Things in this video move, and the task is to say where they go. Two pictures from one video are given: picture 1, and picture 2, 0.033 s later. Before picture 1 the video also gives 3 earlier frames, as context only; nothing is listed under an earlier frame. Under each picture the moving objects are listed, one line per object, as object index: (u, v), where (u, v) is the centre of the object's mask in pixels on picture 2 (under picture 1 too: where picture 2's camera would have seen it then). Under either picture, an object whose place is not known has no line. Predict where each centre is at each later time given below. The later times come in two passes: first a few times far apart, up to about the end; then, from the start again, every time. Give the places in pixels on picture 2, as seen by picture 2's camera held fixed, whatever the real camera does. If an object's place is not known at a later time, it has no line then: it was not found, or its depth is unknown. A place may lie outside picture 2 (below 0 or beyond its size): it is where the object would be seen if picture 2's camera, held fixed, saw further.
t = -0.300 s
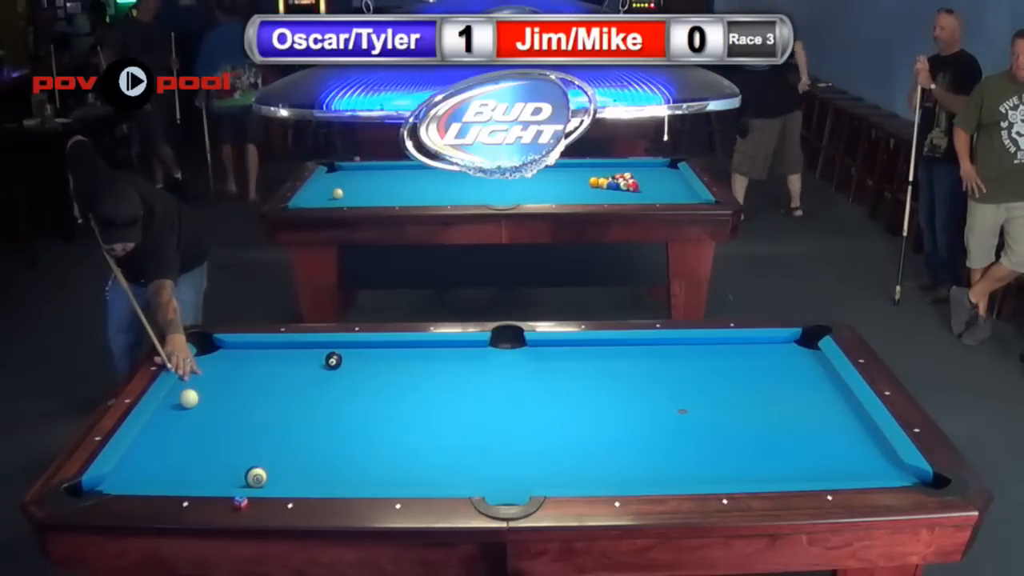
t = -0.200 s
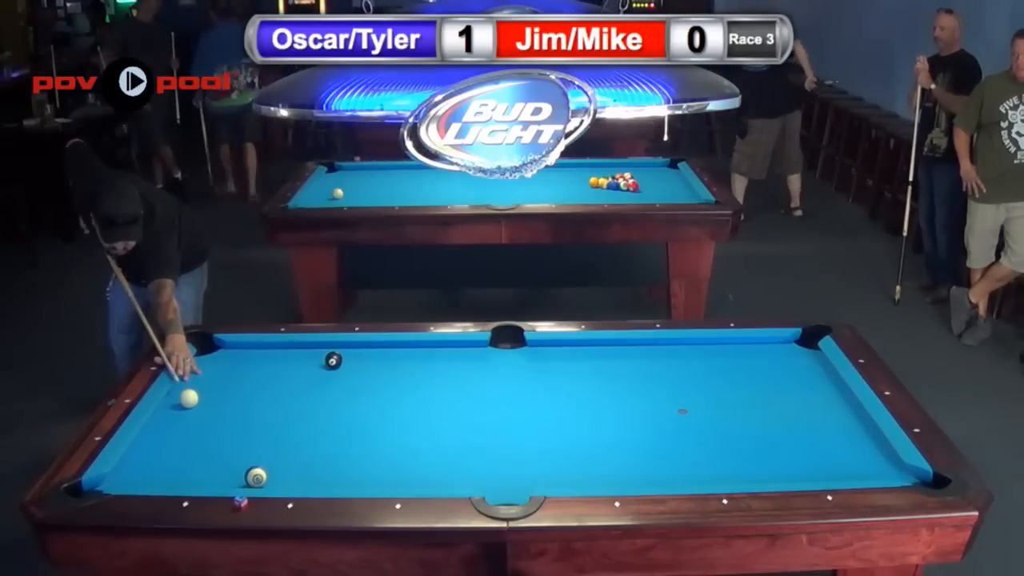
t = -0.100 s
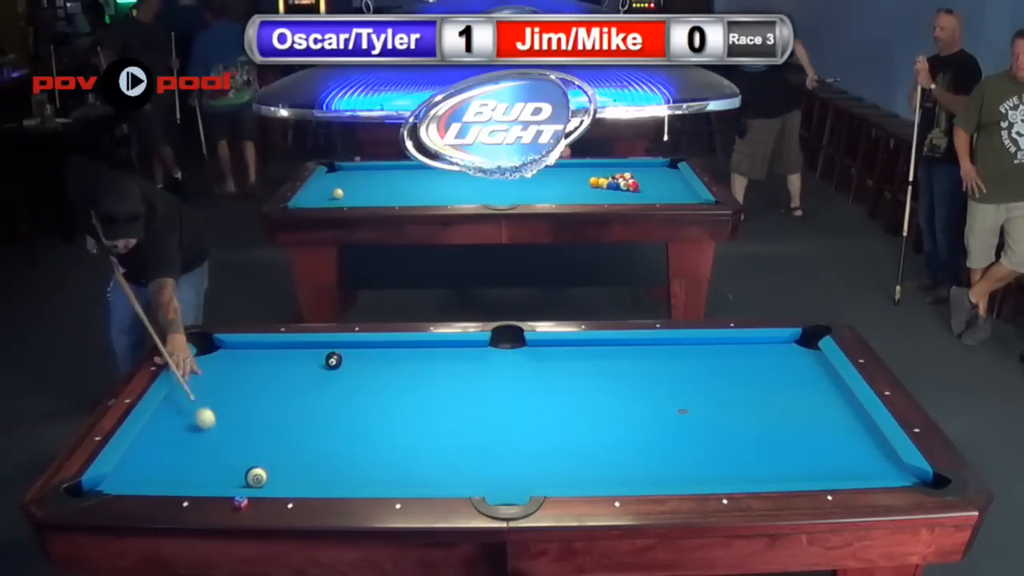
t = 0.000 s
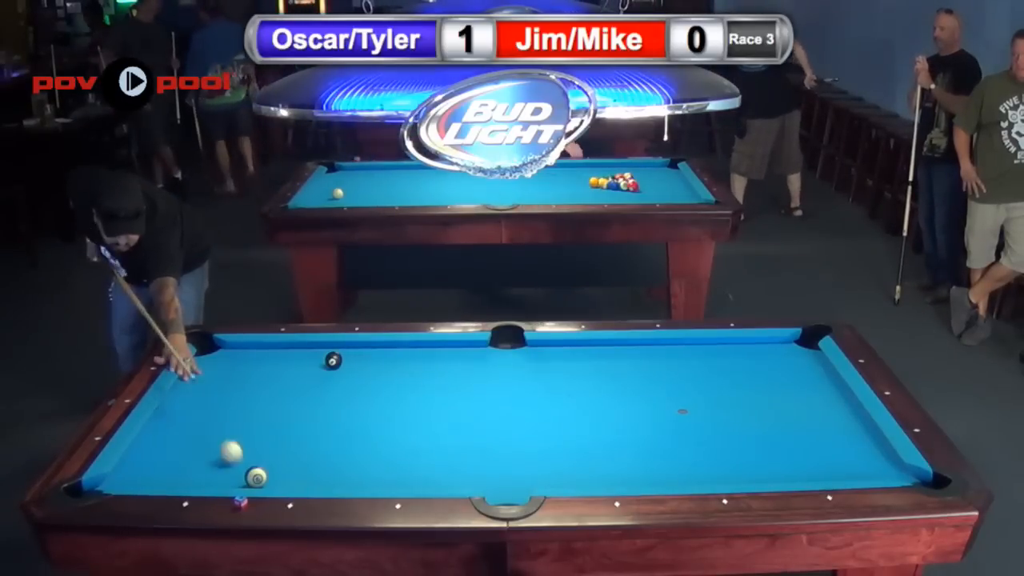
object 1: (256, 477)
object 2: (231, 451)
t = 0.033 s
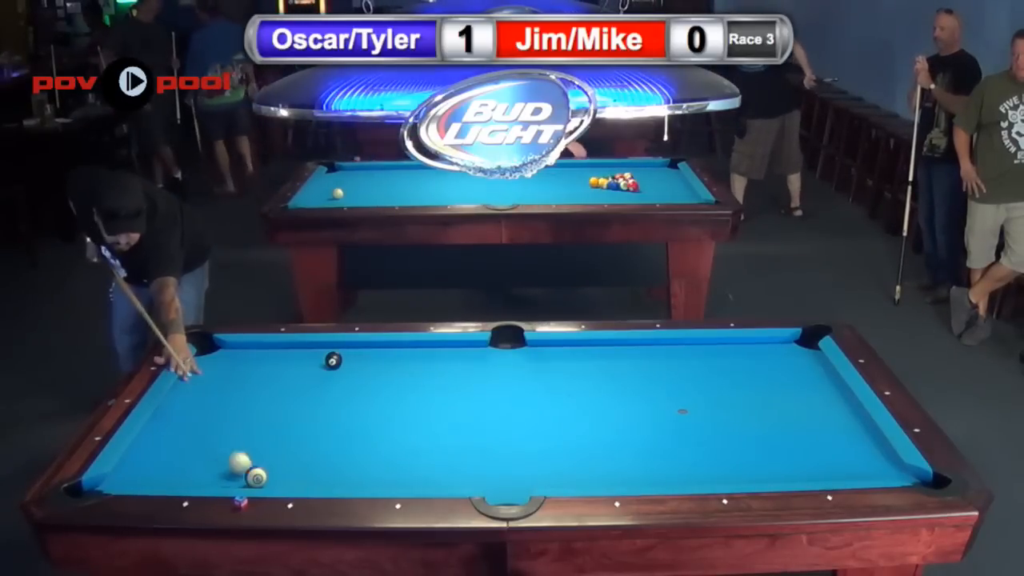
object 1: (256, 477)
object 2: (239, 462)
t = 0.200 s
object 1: (310, 472)
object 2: (222, 480)
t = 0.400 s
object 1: (359, 448)
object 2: (207, 472)
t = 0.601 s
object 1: (404, 427)
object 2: (194, 458)
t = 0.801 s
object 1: (444, 407)
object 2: (182, 445)
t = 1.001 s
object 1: (481, 388)
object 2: (172, 432)
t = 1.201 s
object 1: (515, 372)
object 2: (163, 421)
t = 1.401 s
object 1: (546, 356)
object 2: (166, 413)
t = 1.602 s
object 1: (571, 345)
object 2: (179, 407)
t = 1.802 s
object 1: (585, 352)
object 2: (190, 401)
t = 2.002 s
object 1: (597, 357)
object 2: (201, 396)
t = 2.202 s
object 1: (609, 364)
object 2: (211, 391)
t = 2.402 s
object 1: (621, 371)
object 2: (219, 386)
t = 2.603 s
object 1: (632, 376)
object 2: (227, 382)
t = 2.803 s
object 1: (642, 382)
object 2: (235, 379)
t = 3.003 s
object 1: (653, 388)
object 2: (241, 376)
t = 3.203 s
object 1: (662, 393)
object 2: (247, 373)
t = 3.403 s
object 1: (671, 397)
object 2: (252, 371)
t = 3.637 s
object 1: (681, 403)
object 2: (257, 368)
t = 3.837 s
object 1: (688, 408)
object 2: (260, 367)
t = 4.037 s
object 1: (694, 412)
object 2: (264, 366)
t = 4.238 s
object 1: (700, 415)
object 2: (265, 365)
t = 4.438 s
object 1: (706, 418)
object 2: (267, 364)
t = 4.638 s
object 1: (711, 420)
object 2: (267, 364)
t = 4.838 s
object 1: (715, 424)
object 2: (268, 364)
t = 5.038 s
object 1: (718, 425)
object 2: (267, 364)
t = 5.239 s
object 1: (720, 426)
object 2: (268, 364)
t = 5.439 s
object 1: (722, 426)
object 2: (268, 364)
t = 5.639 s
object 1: (722, 427)
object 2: (268, 364)
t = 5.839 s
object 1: (722, 426)
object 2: (267, 364)
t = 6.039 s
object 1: (722, 427)
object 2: (267, 364)
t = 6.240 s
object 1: (722, 427)
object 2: (267, 364)
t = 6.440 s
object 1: (722, 427)
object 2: (267, 364)
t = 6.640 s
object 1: (722, 427)
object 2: (267, 364)
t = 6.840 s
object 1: (722, 427)
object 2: (267, 364)
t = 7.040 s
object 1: (722, 427)
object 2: (267, 364)
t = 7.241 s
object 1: (722, 427)
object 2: (267, 364)
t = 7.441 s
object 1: (722, 427)
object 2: (267, 364)
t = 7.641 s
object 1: (722, 427)
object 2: (267, 364)
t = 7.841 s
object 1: (722, 427)
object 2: (267, 364)
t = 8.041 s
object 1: (722, 427)
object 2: (267, 364)
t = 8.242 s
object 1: (722, 427)
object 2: (267, 364)
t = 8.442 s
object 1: (722, 427)
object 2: (267, 364)
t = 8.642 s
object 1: (722, 427)
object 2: (267, 364)
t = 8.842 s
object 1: (722, 427)
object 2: (267, 364)
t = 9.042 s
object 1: (722, 427)
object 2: (267, 364)
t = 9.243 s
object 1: (722, 427)
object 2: (267, 364)
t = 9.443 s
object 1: (722, 427)
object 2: (267, 364)
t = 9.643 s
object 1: (722, 427)
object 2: (267, 364)
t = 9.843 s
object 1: (722, 427)
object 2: (267, 364)
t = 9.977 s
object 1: (722, 427)
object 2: (267, 364)
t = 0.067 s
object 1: (264, 480)
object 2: (241, 470)
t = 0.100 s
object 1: (277, 482)
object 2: (235, 473)
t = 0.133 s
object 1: (288, 479)
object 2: (230, 476)
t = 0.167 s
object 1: (300, 476)
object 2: (225, 478)
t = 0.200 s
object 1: (310, 472)
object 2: (222, 480)
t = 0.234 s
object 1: (317, 469)
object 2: (219, 481)
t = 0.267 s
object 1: (326, 463)
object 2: (216, 480)
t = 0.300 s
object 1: (334, 460)
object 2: (214, 478)
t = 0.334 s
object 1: (343, 456)
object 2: (211, 476)
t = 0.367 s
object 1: (350, 454)
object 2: (209, 474)
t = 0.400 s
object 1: (359, 448)
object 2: (207, 472)
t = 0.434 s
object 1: (367, 444)
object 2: (204, 470)
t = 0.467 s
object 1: (374, 441)
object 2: (202, 467)
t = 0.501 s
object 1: (381, 438)
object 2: (200, 465)
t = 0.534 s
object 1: (389, 434)
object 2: (198, 462)
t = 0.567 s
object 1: (396, 430)
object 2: (195, 460)
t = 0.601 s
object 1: (404, 427)
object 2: (194, 458)
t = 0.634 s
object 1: (411, 424)
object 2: (191, 455)
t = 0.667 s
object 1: (417, 419)
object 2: (190, 453)
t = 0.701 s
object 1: (425, 416)
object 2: (188, 451)
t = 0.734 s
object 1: (431, 413)
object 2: (186, 449)
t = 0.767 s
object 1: (438, 409)
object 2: (184, 447)
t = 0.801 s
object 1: (444, 407)
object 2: (182, 445)
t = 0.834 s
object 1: (451, 403)
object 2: (180, 443)
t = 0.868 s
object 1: (457, 400)
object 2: (178, 440)
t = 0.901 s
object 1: (463, 397)
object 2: (177, 438)
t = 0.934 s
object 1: (469, 395)
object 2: (175, 436)
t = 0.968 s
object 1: (475, 391)
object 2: (173, 434)
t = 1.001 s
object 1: (481, 388)
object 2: (172, 432)
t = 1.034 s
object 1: (487, 386)
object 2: (170, 431)
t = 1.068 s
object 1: (493, 383)
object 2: (169, 429)
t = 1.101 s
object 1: (498, 380)
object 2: (167, 427)
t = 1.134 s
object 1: (504, 376)
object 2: (165, 425)
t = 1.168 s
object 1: (510, 374)
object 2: (164, 423)
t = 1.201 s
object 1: (515, 372)
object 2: (163, 421)
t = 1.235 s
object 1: (520, 368)
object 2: (161, 420)
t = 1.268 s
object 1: (524, 366)
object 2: (159, 418)
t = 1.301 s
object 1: (531, 363)
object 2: (160, 416)
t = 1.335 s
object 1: (536, 361)
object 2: (162, 415)
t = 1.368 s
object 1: (541, 358)
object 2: (164, 414)
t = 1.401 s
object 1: (546, 356)
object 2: (166, 413)
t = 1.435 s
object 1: (550, 354)
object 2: (169, 412)
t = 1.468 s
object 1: (555, 351)
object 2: (171, 411)
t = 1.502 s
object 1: (560, 349)
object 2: (173, 410)
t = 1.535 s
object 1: (564, 347)
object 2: (175, 409)
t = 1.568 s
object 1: (570, 344)
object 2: (177, 408)
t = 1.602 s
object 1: (571, 345)
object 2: (179, 407)
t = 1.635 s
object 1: (573, 346)
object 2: (181, 406)
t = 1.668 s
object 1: (576, 347)
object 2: (183, 405)
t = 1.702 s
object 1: (579, 348)
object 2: (185, 404)
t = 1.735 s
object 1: (580, 349)
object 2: (187, 403)
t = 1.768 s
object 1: (583, 350)
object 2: (189, 402)
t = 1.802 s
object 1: (585, 352)
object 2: (190, 401)
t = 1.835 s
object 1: (587, 353)
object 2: (192, 400)
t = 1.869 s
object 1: (588, 354)
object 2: (194, 399)
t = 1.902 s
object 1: (590, 355)
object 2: (196, 398)
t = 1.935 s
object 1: (592, 355)
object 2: (198, 397)
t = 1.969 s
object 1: (594, 356)
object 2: (200, 396)
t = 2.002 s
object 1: (597, 357)
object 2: (201, 396)
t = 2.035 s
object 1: (599, 359)
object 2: (203, 395)
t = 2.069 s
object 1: (601, 360)
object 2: (205, 394)
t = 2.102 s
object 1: (604, 362)
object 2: (206, 393)
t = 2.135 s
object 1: (605, 363)
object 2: (208, 392)
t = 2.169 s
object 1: (607, 363)
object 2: (209, 392)
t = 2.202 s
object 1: (609, 364)
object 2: (211, 391)
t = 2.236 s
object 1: (611, 365)
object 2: (212, 390)
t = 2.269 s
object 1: (613, 366)
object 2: (214, 389)
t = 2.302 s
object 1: (615, 367)
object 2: (215, 389)
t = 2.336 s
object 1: (618, 368)
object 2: (217, 388)
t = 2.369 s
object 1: (619, 370)
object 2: (218, 387)
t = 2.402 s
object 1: (621, 371)
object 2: (219, 386)
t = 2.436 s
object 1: (622, 372)
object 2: (221, 386)
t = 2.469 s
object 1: (624, 372)
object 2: (222, 385)
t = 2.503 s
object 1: (626, 373)
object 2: (224, 384)
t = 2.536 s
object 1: (628, 374)
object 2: (225, 384)
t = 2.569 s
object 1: (630, 375)
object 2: (226, 383)
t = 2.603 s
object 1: (632, 376)
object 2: (227, 382)
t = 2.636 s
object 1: (634, 377)
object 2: (229, 382)
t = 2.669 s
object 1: (636, 378)
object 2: (230, 381)
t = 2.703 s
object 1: (638, 380)
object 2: (231, 380)
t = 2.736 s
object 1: (639, 381)
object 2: (232, 380)
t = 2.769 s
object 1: (641, 382)
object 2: (233, 379)
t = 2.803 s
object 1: (642, 382)
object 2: (235, 379)
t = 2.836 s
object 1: (644, 383)
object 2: (236, 378)
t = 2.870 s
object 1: (646, 384)
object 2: (237, 378)
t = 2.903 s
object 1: (647, 385)
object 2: (238, 377)
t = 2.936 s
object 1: (649, 386)
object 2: (239, 377)
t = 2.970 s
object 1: (651, 387)
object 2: (240, 376)
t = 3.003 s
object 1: (653, 388)
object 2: (241, 376)
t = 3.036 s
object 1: (655, 389)
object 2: (242, 375)
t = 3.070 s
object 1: (656, 390)
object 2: (243, 375)
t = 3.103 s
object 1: (657, 391)
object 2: (244, 374)
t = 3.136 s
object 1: (659, 391)
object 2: (245, 374)
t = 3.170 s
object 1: (661, 392)
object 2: (246, 374)
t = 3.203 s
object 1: (662, 393)
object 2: (247, 373)
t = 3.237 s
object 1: (663, 394)
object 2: (248, 373)
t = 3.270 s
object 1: (665, 394)
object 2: (249, 372)
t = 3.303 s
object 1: (667, 395)
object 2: (249, 372)
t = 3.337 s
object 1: (668, 396)
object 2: (250, 371)
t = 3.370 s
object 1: (670, 396)
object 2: (251, 371)
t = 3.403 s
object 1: (671, 397)
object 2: (252, 371)
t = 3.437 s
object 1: (673, 399)
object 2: (253, 370)
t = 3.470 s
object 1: (675, 400)
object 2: (253, 370)
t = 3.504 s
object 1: (676, 401)
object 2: (254, 370)
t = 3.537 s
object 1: (677, 402)
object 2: (255, 370)
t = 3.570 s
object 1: (678, 402)
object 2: (256, 369)
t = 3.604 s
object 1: (679, 403)
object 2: (256, 369)
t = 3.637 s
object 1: (681, 403)
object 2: (257, 368)
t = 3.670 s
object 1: (682, 404)
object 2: (258, 368)
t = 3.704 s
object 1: (683, 405)
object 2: (258, 368)
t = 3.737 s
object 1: (684, 406)
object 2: (259, 368)
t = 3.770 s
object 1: (686, 407)
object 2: (260, 367)
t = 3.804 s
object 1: (687, 407)
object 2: (260, 367)
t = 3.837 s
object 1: (688, 408)
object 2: (260, 367)
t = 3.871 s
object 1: (689, 409)
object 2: (261, 367)
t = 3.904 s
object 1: (690, 409)
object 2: (262, 366)
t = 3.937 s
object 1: (692, 410)
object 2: (262, 366)
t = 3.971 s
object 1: (692, 411)
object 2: (263, 366)
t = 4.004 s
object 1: (693, 411)
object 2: (263, 366)
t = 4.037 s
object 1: (694, 412)
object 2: (264, 366)
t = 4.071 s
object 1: (695, 412)
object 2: (264, 366)
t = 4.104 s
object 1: (696, 413)
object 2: (264, 365)
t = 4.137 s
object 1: (697, 413)
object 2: (264, 365)
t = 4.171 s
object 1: (698, 414)
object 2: (265, 365)
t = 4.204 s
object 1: (699, 414)
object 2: (265, 365)
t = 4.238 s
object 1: (700, 415)
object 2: (265, 365)
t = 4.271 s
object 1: (701, 416)
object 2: (266, 365)
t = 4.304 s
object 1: (702, 416)
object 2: (266, 365)
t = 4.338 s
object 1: (703, 417)
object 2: (266, 365)
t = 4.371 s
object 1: (704, 417)
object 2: (266, 364)
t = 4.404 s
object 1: (705, 417)
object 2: (267, 364)
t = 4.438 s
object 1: (706, 418)
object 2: (267, 364)
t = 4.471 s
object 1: (706, 418)
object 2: (267, 364)
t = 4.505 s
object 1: (707, 419)
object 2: (267, 364)
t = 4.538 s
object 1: (708, 419)
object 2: (267, 364)
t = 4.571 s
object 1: (709, 419)
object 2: (267, 364)
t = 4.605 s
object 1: (710, 420)
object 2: (267, 364)
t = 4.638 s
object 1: (711, 420)
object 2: (267, 364)
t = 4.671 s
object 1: (711, 421)
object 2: (267, 364)
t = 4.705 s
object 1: (712, 422)
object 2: (267, 364)
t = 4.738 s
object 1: (713, 422)
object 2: (267, 364)
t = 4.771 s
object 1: (714, 423)
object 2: (267, 364)
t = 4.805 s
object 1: (714, 423)
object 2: (268, 364)
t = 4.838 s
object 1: (715, 424)
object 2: (268, 364)
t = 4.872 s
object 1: (715, 424)
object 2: (268, 364)
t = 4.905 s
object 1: (716, 424)
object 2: (267, 364)
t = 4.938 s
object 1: (716, 424)
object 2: (267, 364)
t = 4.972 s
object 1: (717, 425)
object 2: (267, 364)
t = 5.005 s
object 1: (717, 425)
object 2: (267, 364)
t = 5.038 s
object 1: (718, 425)
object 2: (267, 364)
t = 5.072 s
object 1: (718, 425)
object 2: (267, 364)
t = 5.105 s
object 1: (719, 425)
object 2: (267, 364)
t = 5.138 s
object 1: (719, 425)
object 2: (267, 364)
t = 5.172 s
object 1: (720, 425)
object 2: (268, 364)
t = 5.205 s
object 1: (720, 426)
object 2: (267, 364)
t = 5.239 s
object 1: (720, 426)
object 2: (268, 364)
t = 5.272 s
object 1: (721, 426)
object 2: (268, 364)
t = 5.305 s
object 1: (721, 426)
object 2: (268, 364)
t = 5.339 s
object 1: (721, 426)
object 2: (268, 364)
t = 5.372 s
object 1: (721, 426)
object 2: (268, 364)
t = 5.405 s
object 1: (722, 426)
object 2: (268, 364)
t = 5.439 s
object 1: (722, 426)
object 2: (268, 364)
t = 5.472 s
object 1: (722, 426)
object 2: (268, 364)
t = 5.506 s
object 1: (722, 426)
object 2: (267, 364)
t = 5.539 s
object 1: (722, 426)
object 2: (267, 364)
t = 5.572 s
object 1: (722, 427)
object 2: (268, 364)
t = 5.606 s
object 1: (722, 427)
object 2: (268, 364)
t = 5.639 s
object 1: (722, 427)
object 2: (268, 364)
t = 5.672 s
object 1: (722, 427)
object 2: (268, 364)
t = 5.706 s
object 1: (722, 427)
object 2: (268, 364)
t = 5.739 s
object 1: (722, 427)
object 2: (268, 364)
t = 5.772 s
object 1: (722, 427)
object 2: (268, 364)
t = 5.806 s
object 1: (722, 427)
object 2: (267, 364)
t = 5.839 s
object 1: (722, 426)
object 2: (267, 364)
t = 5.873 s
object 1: (722, 426)
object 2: (267, 364)
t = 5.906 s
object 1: (722, 426)
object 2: (267, 364)
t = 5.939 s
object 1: (722, 426)
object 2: (267, 364)
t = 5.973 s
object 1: (722, 427)
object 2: (267, 364)
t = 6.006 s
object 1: (722, 427)
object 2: (267, 364)
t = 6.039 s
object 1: (722, 427)
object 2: (267, 364)
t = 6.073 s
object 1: (722, 427)
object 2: (267, 364)
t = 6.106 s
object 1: (722, 427)
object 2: (267, 364)
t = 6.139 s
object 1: (722, 427)
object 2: (267, 364)
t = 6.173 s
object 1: (722, 427)
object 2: (267, 364)
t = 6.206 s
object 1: (722, 427)
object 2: (267, 364)
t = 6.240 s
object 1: (722, 427)
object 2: (267, 364)
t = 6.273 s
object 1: (722, 427)
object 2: (267, 364)
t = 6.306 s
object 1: (722, 427)
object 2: (267, 364)
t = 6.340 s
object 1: (722, 427)
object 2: (267, 364)
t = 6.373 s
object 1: (722, 427)
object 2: (267, 364)
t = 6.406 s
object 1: (722, 427)
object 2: (267, 364)
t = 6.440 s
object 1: (722, 427)
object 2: (267, 364)
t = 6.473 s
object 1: (722, 427)
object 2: (267, 364)
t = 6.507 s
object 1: (722, 427)
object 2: (267, 364)
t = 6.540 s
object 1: (722, 427)
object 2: (267, 364)
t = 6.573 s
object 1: (722, 427)
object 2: (267, 364)
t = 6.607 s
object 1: (722, 427)
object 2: (267, 364)
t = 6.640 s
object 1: (722, 427)
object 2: (267, 364)
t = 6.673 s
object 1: (722, 427)
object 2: (267, 364)
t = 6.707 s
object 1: (722, 427)
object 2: (267, 364)
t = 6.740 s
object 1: (722, 427)
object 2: (267, 364)
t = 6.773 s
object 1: (722, 427)
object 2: (267, 364)
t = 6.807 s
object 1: (722, 427)
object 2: (267, 364)
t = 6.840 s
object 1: (722, 427)
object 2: (267, 364)
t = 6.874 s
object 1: (722, 427)
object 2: (267, 364)
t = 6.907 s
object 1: (722, 427)
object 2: (267, 364)
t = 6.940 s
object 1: (722, 427)
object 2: (267, 364)
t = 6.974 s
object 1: (722, 427)
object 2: (268, 364)
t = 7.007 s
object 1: (722, 427)
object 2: (268, 364)
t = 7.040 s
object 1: (722, 427)
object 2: (267, 364)
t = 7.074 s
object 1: (722, 427)
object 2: (267, 364)
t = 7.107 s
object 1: (722, 427)
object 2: (267, 364)
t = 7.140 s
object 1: (722, 427)
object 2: (267, 364)
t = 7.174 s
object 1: (722, 427)
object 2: (267, 364)
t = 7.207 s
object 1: (722, 427)
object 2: (267, 364)
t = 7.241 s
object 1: (722, 427)
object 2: (267, 364)
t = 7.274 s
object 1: (722, 427)
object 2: (267, 364)
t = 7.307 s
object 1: (722, 427)
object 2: (267, 364)
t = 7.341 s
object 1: (722, 427)
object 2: (267, 364)
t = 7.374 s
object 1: (722, 427)
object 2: (267, 364)
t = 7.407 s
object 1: (722, 427)
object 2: (267, 364)
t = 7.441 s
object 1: (722, 427)
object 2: (267, 364)
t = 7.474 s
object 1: (722, 427)
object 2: (267, 364)
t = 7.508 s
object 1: (722, 427)
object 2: (267, 364)
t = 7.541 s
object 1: (722, 427)
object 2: (267, 364)
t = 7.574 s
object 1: (722, 427)
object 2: (267, 364)
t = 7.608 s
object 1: (722, 427)
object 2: (267, 364)
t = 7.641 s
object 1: (722, 427)
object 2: (267, 364)
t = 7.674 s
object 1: (722, 427)
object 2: (267, 364)
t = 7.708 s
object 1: (722, 427)
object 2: (267, 364)
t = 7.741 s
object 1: (722, 427)
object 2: (267, 364)
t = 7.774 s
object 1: (722, 427)
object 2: (267, 364)
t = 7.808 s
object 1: (722, 427)
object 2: (267, 364)
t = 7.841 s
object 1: (722, 427)
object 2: (267, 364)
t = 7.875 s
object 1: (722, 427)
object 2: (267, 364)
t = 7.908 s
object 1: (722, 427)
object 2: (267, 364)
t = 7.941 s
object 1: (722, 427)
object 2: (267, 364)
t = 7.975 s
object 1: (722, 427)
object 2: (267, 364)
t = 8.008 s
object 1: (722, 427)
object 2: (267, 364)
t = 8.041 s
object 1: (722, 427)
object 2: (267, 364)
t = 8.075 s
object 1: (722, 427)
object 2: (267, 364)
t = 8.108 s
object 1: (722, 427)
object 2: (267, 364)
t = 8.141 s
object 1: (722, 427)
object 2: (267, 364)
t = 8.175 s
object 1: (722, 427)
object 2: (267, 364)
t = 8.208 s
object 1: (722, 427)
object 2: (267, 364)
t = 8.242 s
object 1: (722, 427)
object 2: (267, 364)
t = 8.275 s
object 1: (722, 427)
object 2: (267, 364)
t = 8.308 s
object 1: (722, 427)
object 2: (267, 364)
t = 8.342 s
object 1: (722, 427)
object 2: (267, 364)
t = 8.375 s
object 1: (722, 427)
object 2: (267, 364)
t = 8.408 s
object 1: (722, 427)
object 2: (267, 364)
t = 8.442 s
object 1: (722, 427)
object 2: (267, 364)
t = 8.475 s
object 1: (722, 427)
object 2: (268, 364)
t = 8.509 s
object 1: (722, 427)
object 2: (267, 364)
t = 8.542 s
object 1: (722, 427)
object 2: (267, 364)
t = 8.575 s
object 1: (722, 427)
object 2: (267, 364)
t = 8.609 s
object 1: (722, 427)
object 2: (267, 364)
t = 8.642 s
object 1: (722, 427)
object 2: (267, 364)
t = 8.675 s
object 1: (722, 427)
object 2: (267, 364)
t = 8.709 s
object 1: (722, 427)
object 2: (267, 364)
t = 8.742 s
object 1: (722, 427)
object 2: (267, 364)
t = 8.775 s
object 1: (722, 427)
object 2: (267, 364)
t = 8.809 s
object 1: (722, 427)
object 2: (267, 364)
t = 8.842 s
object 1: (722, 427)
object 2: (267, 364)
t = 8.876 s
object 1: (722, 427)
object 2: (267, 364)
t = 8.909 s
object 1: (722, 427)
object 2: (267, 364)
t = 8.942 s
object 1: (722, 427)
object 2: (267, 364)
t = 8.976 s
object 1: (722, 427)
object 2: (267, 364)
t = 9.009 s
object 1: (722, 427)
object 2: (267, 364)
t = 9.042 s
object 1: (722, 427)
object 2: (267, 364)
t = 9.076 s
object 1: (722, 427)
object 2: (267, 364)
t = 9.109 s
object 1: (722, 427)
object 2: (267, 364)
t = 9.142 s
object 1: (722, 427)
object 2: (267, 364)
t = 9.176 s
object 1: (722, 427)
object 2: (267, 364)
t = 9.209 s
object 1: (722, 427)
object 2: (267, 364)
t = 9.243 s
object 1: (722, 427)
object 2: (267, 364)
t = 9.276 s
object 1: (722, 427)
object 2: (267, 364)
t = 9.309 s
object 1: (722, 427)
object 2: (267, 364)
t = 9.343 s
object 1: (722, 427)
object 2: (267, 364)
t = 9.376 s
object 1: (722, 427)
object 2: (267, 364)
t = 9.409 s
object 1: (722, 427)
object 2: (267, 364)
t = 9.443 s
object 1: (722, 427)
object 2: (267, 364)
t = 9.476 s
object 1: (722, 427)
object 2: (267, 364)
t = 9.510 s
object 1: (722, 427)
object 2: (267, 364)
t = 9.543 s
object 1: (722, 427)
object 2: (267, 364)
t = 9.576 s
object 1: (722, 427)
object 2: (267, 364)
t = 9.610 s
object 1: (722, 427)
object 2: (267, 364)
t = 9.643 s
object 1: (722, 427)
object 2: (267, 364)
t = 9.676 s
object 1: (722, 427)
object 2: (267, 364)
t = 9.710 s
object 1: (722, 427)
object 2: (267, 364)
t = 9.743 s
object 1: (722, 427)
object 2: (267, 364)
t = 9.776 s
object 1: (722, 427)
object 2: (267, 364)
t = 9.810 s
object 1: (722, 427)
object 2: (267, 364)
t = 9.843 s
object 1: (722, 427)
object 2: (267, 364)
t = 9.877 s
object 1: (722, 427)
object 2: (267, 364)
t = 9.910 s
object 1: (722, 427)
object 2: (267, 364)
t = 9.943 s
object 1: (722, 427)
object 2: (267, 364)
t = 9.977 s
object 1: (722, 427)
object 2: (267, 364)
